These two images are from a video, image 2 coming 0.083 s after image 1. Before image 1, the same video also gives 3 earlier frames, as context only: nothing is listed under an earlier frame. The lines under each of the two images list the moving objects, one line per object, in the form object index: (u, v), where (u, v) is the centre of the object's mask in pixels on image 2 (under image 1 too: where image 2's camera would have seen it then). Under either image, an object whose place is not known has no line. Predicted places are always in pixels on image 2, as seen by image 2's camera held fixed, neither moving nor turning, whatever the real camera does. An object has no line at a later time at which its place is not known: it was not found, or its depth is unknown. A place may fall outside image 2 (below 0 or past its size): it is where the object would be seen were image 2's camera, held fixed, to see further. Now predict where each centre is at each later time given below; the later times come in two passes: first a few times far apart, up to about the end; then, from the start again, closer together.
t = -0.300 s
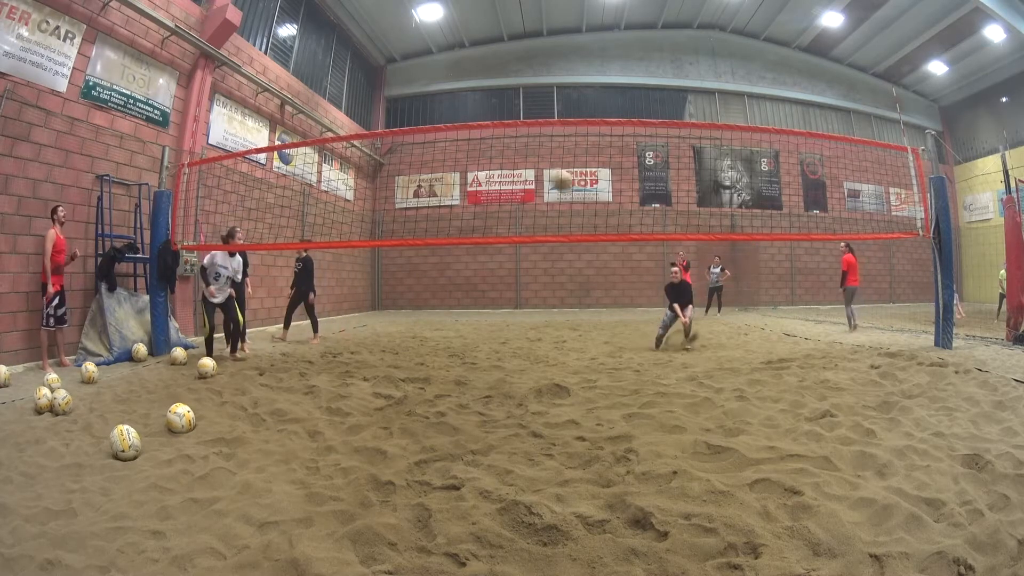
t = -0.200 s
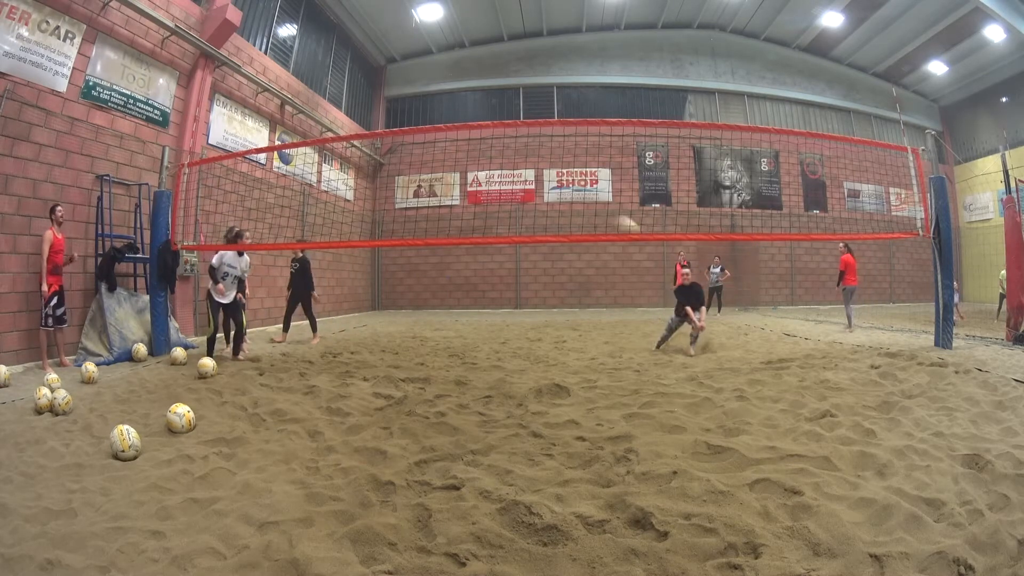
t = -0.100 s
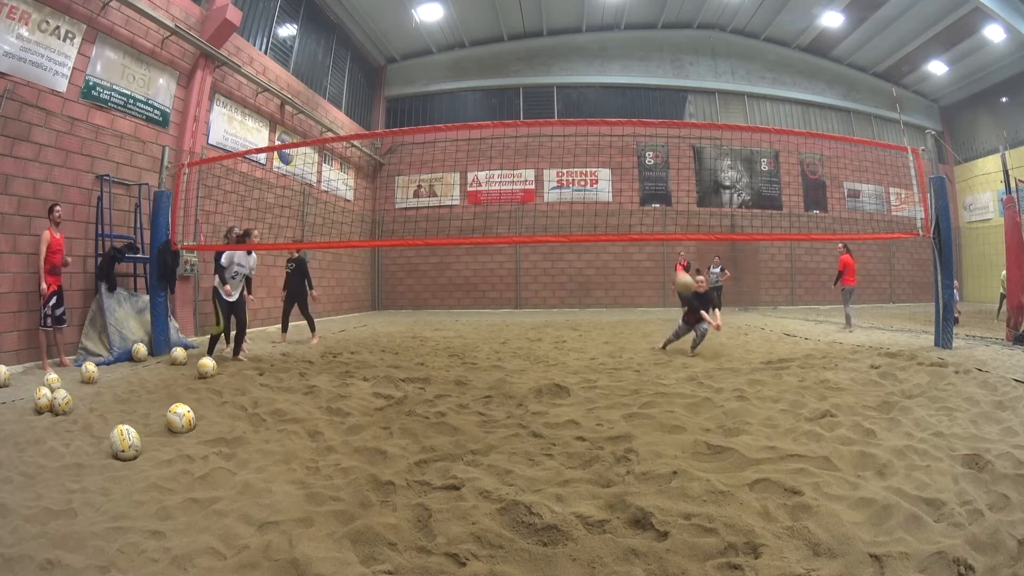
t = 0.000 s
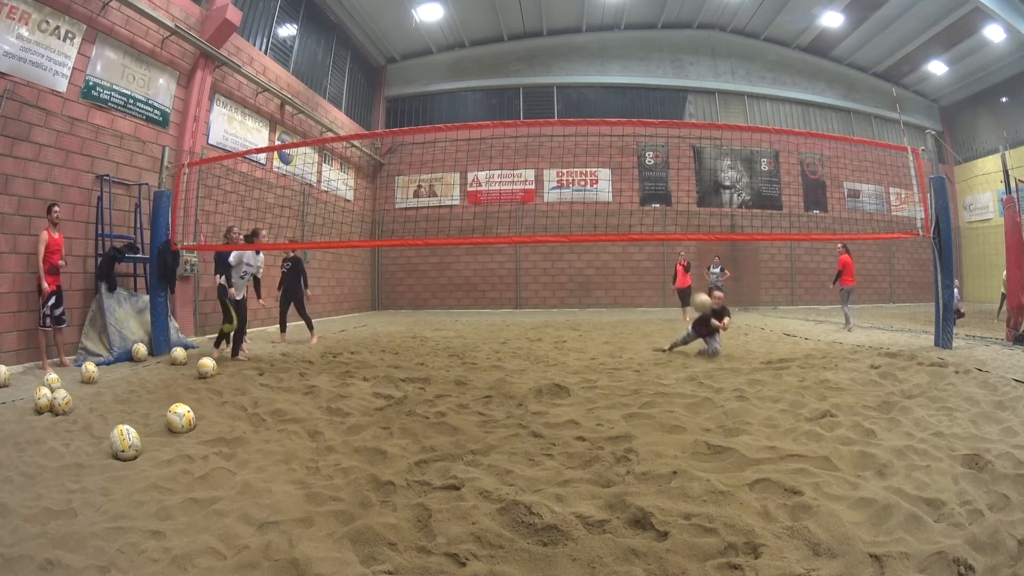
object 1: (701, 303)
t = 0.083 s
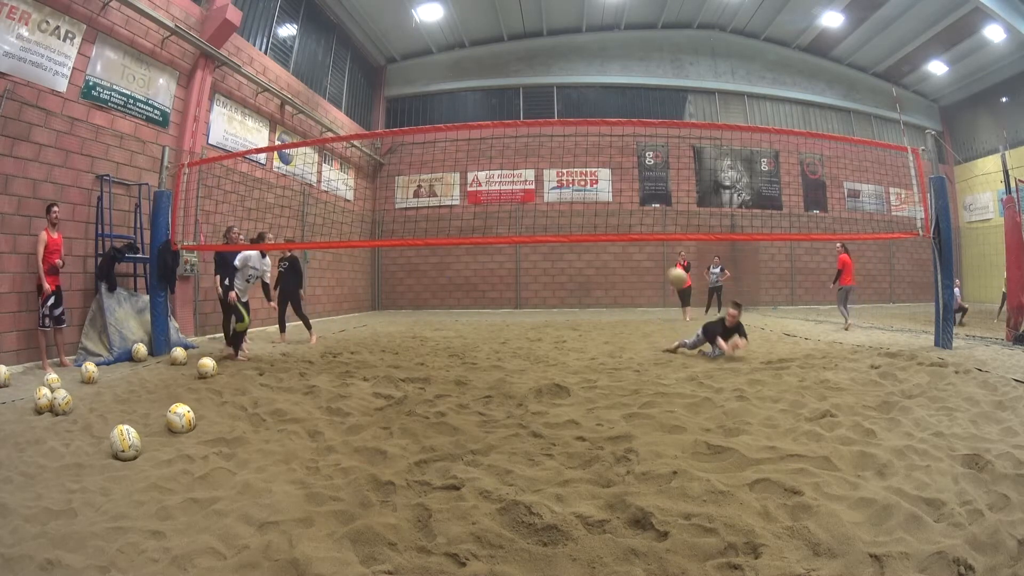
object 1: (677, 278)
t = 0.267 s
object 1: (617, 246)
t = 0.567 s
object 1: (502, 249)
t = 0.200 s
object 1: (640, 249)
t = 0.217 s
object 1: (634, 249)
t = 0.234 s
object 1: (630, 248)
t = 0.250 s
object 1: (623, 246)
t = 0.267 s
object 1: (617, 246)
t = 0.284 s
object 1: (609, 235)
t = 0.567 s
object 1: (502, 249)
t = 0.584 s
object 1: (497, 246)
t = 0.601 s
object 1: (489, 252)
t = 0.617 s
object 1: (481, 253)
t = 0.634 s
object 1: (474, 255)
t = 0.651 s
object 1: (468, 259)
